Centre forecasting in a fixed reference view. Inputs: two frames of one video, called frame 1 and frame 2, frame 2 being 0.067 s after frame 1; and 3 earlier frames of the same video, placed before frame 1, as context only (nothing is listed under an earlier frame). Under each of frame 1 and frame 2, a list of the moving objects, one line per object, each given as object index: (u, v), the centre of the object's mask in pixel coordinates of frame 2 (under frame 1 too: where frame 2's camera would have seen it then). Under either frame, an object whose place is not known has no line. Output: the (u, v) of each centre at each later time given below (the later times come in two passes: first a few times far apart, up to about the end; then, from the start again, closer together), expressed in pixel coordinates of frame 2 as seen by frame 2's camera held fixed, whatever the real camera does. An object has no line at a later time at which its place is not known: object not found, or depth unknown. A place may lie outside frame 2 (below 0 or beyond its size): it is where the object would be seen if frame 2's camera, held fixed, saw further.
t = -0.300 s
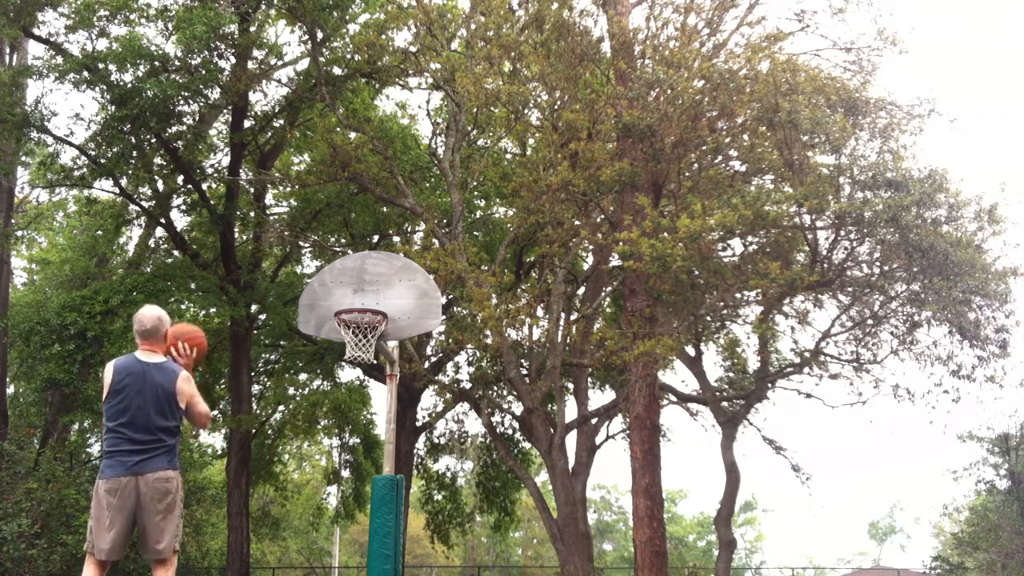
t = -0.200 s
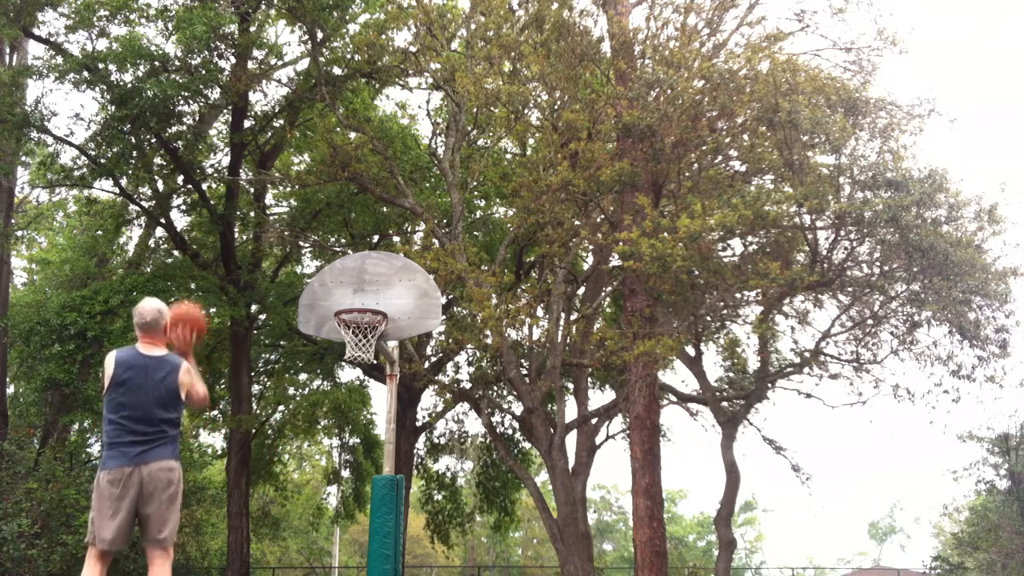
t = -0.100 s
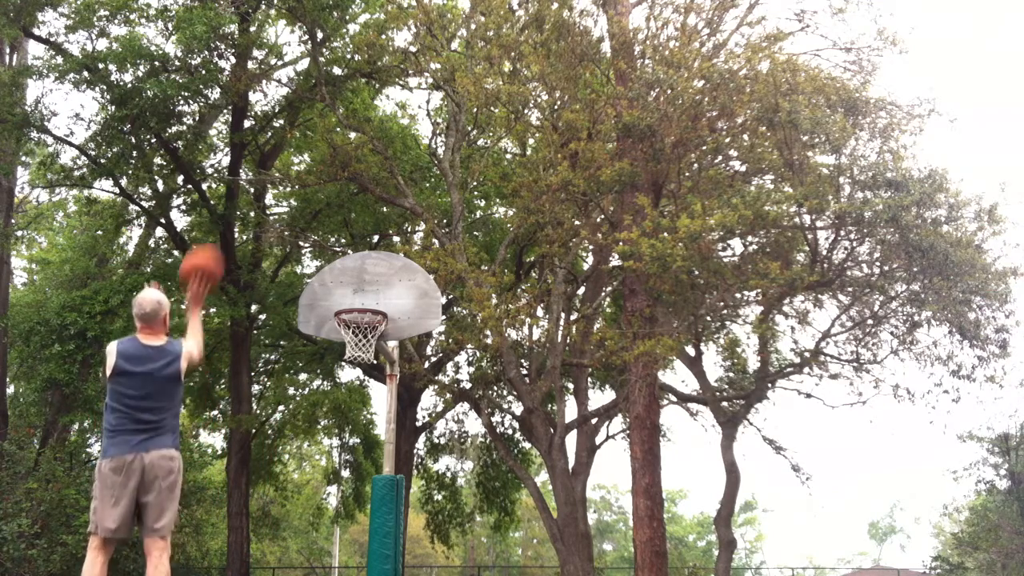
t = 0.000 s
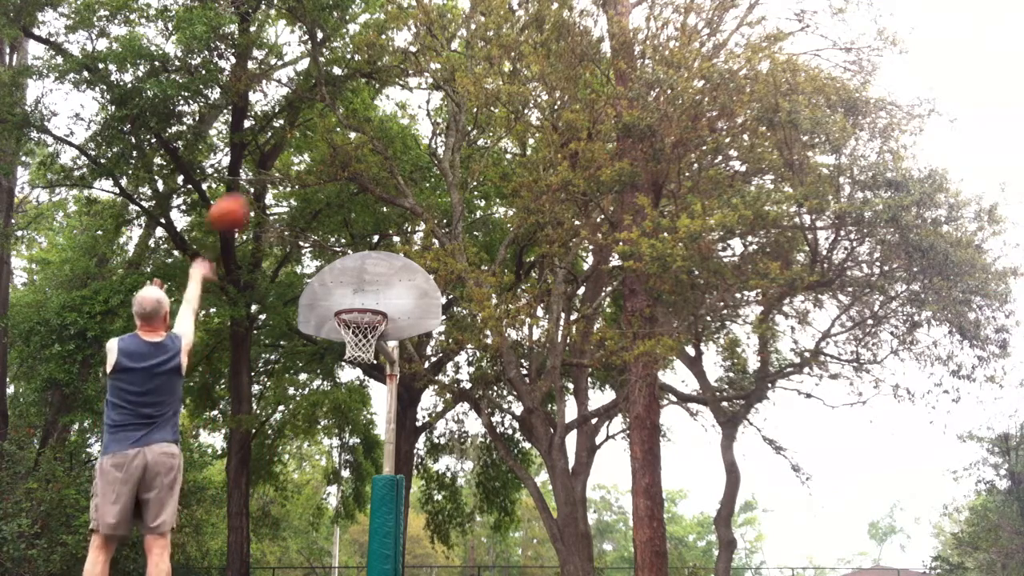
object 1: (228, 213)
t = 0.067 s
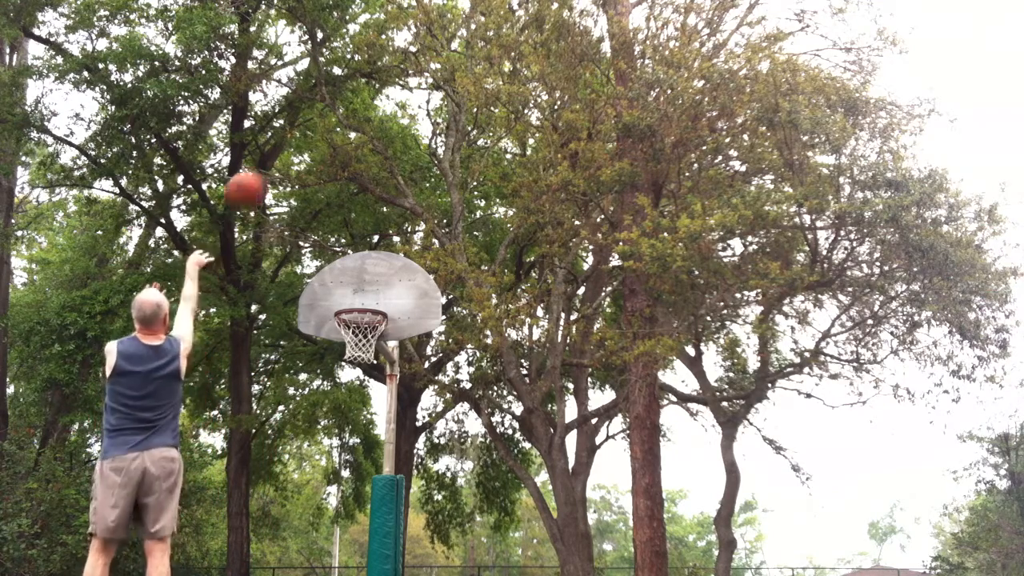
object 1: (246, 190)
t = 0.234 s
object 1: (278, 160)
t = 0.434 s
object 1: (308, 169)
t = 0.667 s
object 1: (332, 229)
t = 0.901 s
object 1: (351, 291)
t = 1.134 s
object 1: (365, 277)
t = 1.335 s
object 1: (365, 285)
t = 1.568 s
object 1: (366, 287)
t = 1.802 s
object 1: (367, 323)
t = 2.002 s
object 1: (363, 409)
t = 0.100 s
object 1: (252, 180)
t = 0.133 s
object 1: (260, 172)
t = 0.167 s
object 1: (266, 166)
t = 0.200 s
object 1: (273, 163)
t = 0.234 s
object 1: (278, 160)
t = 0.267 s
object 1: (283, 158)
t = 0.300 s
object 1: (288, 158)
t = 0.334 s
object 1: (294, 159)
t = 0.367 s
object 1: (298, 161)
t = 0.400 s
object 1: (303, 165)
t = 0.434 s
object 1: (308, 169)
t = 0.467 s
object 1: (312, 175)
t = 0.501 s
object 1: (315, 181)
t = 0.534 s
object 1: (319, 189)
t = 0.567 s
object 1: (323, 197)
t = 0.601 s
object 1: (326, 208)
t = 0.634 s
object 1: (329, 217)
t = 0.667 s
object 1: (332, 229)
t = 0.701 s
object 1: (334, 241)
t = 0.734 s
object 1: (336, 256)
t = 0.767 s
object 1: (339, 269)
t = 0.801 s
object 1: (342, 284)
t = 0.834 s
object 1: (344, 298)
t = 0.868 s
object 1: (347, 294)
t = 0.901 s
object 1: (351, 291)
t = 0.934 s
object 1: (354, 288)
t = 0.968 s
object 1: (357, 286)
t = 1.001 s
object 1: (360, 285)
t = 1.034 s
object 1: (362, 285)
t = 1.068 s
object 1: (364, 283)
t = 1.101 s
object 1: (365, 280)
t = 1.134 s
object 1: (365, 277)
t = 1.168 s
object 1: (365, 276)
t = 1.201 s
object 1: (365, 276)
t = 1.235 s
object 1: (364, 276)
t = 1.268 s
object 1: (365, 278)
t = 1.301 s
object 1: (365, 280)
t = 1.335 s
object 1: (365, 285)
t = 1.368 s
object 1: (364, 290)
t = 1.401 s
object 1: (364, 295)
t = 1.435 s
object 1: (364, 292)
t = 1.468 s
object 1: (365, 289)
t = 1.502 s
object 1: (365, 287)
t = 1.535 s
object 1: (366, 287)
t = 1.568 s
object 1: (366, 287)
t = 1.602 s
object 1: (366, 288)
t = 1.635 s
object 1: (366, 291)
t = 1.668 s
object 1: (367, 295)
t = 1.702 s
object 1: (367, 300)
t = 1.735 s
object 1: (367, 307)
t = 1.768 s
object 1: (367, 315)
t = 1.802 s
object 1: (367, 323)
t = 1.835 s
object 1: (367, 333)
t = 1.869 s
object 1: (367, 347)
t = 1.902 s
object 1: (368, 360)
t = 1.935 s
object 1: (366, 374)
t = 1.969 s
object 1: (363, 393)
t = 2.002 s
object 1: (363, 409)
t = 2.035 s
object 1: (364, 430)
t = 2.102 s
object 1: (363, 478)
